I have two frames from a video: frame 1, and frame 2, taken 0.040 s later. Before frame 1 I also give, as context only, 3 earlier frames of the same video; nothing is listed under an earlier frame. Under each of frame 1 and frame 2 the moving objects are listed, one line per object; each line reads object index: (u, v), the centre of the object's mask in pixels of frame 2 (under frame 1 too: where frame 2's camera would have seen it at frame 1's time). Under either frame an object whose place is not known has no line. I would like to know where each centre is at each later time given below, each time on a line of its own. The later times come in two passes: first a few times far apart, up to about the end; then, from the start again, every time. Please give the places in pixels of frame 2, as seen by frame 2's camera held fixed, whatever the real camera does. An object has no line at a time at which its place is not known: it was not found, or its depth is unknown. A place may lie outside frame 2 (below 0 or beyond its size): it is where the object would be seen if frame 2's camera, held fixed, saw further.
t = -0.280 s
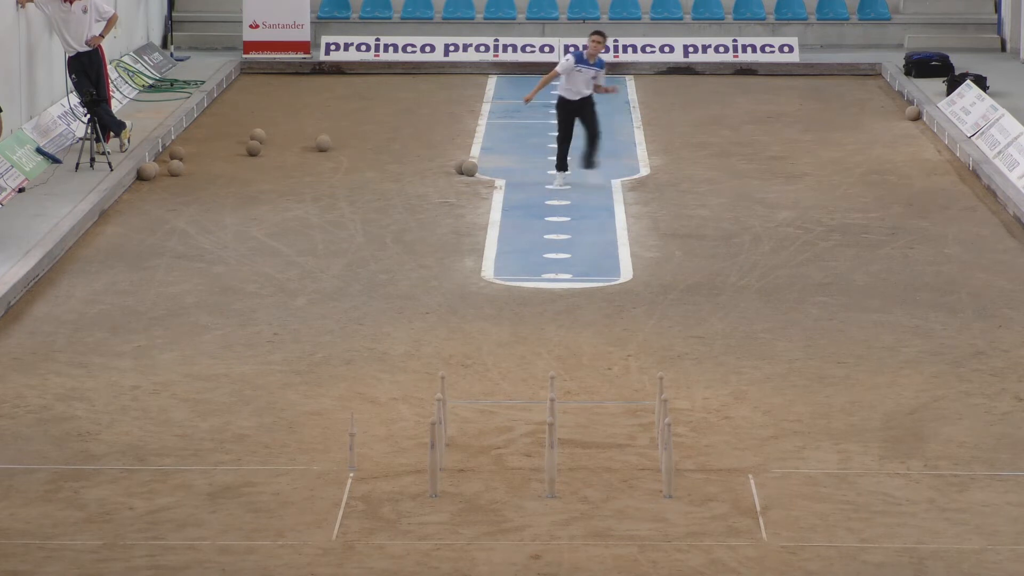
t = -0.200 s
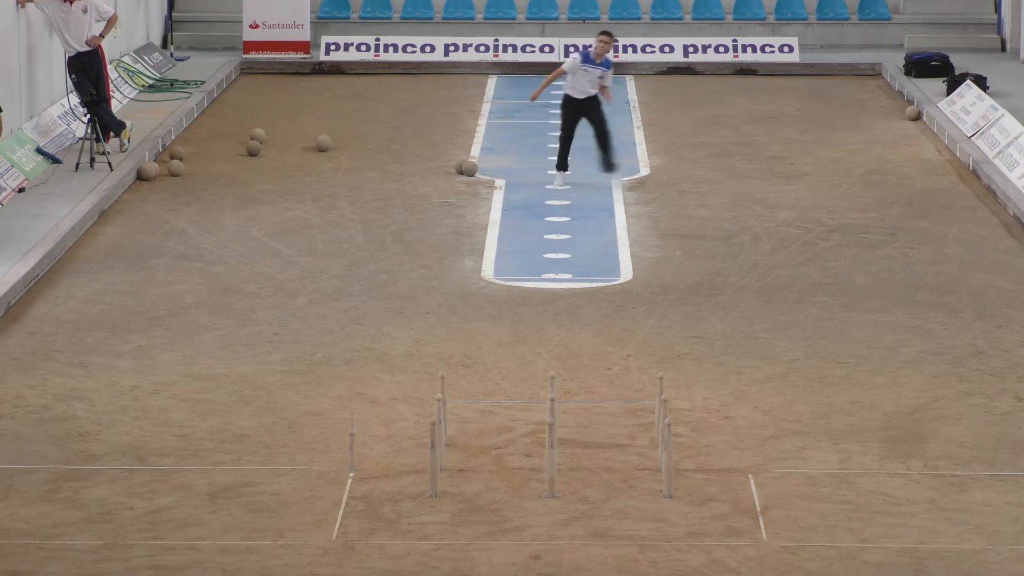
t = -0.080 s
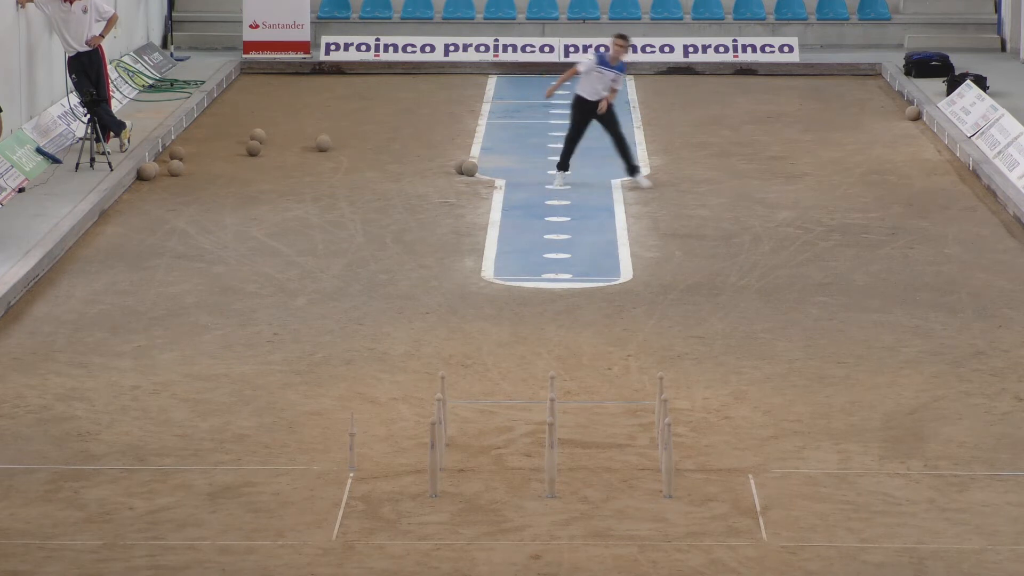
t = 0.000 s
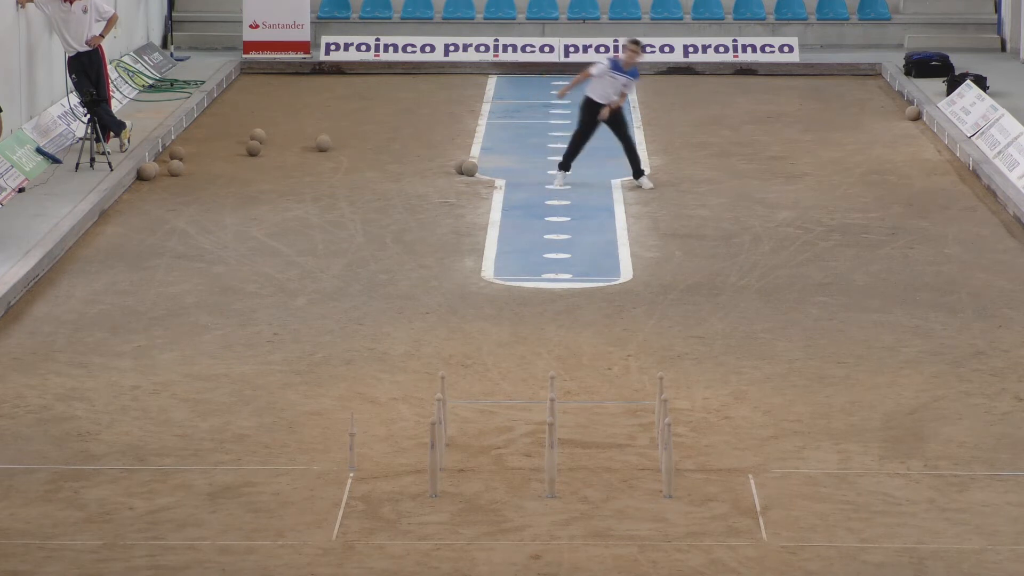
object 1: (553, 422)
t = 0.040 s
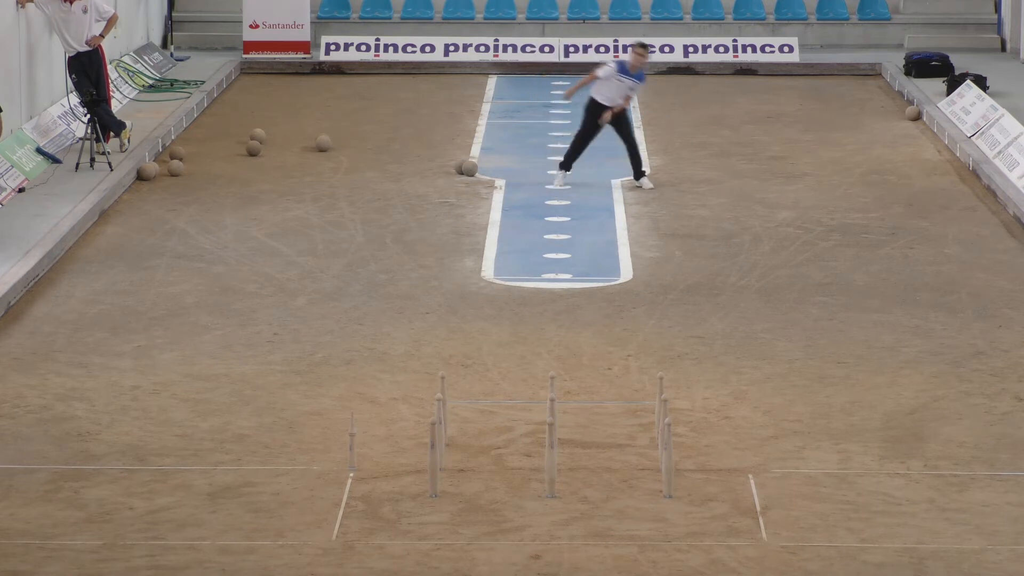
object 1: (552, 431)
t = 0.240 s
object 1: (552, 423)
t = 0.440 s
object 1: (553, 421)
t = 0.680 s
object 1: (522, 431)
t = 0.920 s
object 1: (483, 481)
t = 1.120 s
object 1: (463, 497)
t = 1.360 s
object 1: (460, 505)
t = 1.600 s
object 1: (458, 512)
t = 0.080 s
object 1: (553, 422)
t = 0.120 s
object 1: (553, 423)
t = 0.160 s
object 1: (552, 423)
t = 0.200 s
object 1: (552, 423)
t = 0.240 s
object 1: (552, 423)
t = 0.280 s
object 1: (553, 423)
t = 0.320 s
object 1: (552, 422)
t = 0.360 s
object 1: (552, 423)
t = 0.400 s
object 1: (553, 420)
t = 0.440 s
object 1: (553, 421)
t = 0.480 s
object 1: (553, 420)
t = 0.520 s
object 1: (546, 408)
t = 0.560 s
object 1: (540, 413)
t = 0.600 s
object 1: (534, 413)
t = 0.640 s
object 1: (529, 419)
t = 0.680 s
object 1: (522, 431)
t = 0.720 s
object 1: (517, 442)
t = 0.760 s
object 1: (507, 460)
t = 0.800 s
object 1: (499, 476)
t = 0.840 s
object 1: (495, 476)
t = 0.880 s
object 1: (492, 477)
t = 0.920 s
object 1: (483, 481)
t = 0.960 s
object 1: (477, 486)
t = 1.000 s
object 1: (471, 490)
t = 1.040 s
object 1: (467, 491)
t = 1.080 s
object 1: (459, 495)
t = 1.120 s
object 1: (463, 497)
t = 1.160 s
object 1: (461, 498)
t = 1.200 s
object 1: (459, 500)
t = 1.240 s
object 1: (459, 501)
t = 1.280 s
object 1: (460, 502)
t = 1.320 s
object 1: (460, 504)
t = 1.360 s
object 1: (460, 505)
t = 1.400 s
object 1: (459, 506)
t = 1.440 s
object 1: (460, 508)
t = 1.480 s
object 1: (459, 509)
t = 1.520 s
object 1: (458, 510)
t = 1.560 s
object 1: (458, 511)
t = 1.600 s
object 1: (458, 512)
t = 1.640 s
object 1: (458, 513)
